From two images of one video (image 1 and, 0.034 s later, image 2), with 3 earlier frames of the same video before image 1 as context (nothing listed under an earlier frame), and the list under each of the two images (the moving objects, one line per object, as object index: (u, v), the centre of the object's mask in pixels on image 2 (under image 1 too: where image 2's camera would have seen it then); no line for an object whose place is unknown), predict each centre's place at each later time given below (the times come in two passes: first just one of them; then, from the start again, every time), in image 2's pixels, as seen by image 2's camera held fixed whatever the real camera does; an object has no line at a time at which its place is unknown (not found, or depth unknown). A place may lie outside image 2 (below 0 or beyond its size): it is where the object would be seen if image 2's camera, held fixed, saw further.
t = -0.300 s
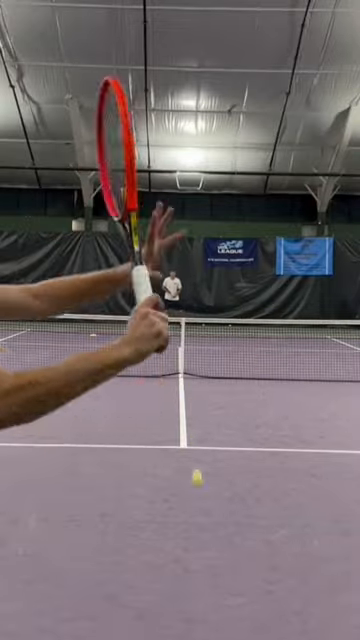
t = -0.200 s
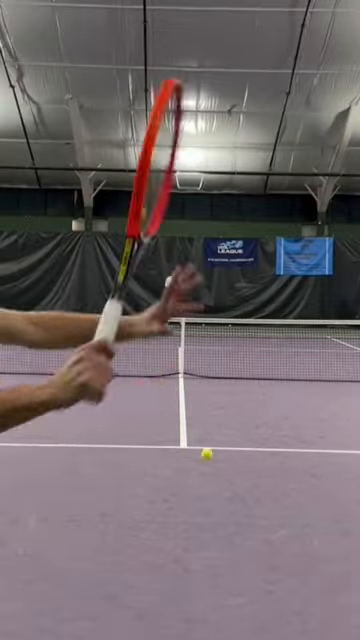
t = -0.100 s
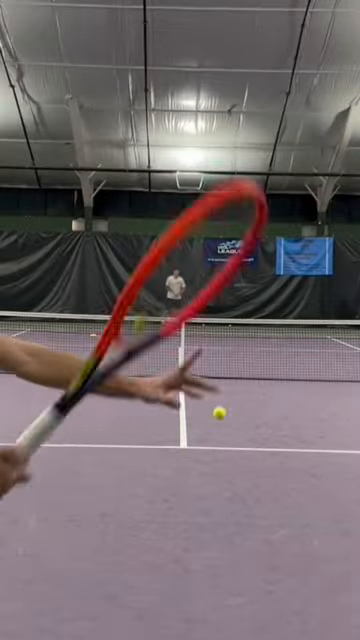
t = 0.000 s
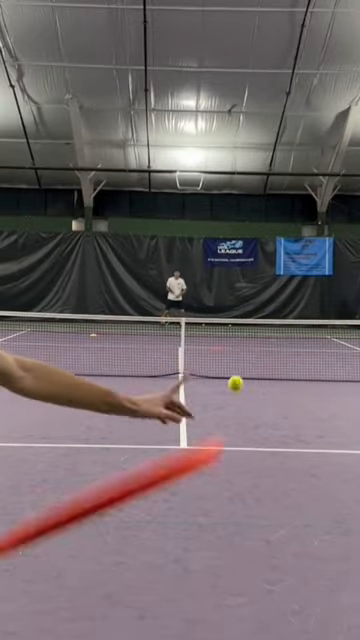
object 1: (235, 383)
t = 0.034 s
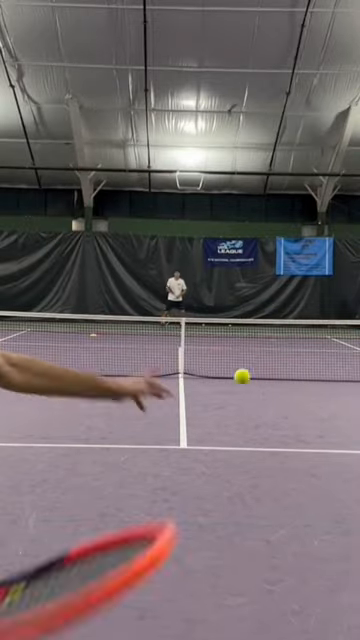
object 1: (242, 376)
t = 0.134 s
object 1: (266, 369)
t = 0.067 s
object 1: (249, 371)
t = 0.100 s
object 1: (257, 368)
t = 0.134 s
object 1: (266, 369)
